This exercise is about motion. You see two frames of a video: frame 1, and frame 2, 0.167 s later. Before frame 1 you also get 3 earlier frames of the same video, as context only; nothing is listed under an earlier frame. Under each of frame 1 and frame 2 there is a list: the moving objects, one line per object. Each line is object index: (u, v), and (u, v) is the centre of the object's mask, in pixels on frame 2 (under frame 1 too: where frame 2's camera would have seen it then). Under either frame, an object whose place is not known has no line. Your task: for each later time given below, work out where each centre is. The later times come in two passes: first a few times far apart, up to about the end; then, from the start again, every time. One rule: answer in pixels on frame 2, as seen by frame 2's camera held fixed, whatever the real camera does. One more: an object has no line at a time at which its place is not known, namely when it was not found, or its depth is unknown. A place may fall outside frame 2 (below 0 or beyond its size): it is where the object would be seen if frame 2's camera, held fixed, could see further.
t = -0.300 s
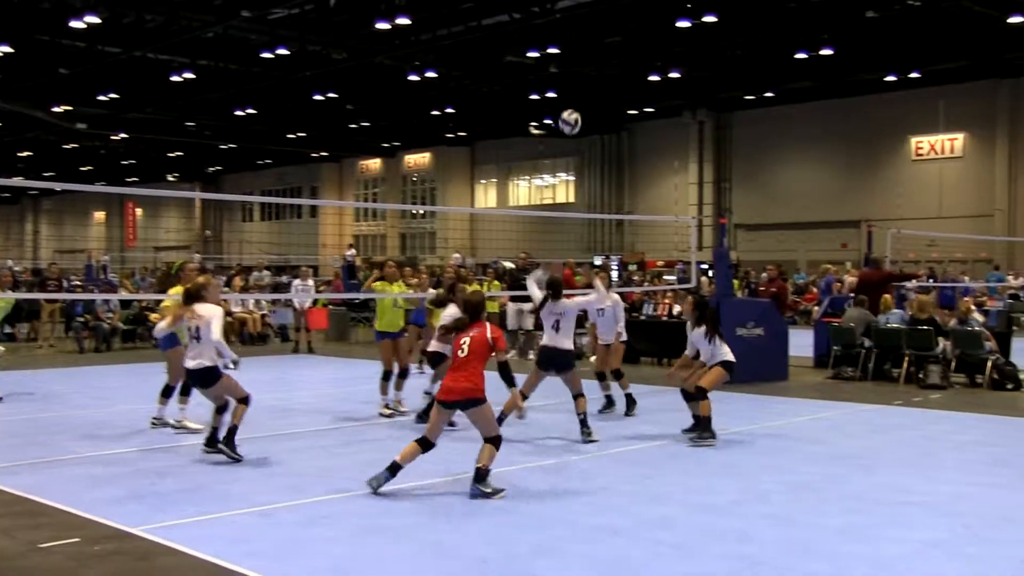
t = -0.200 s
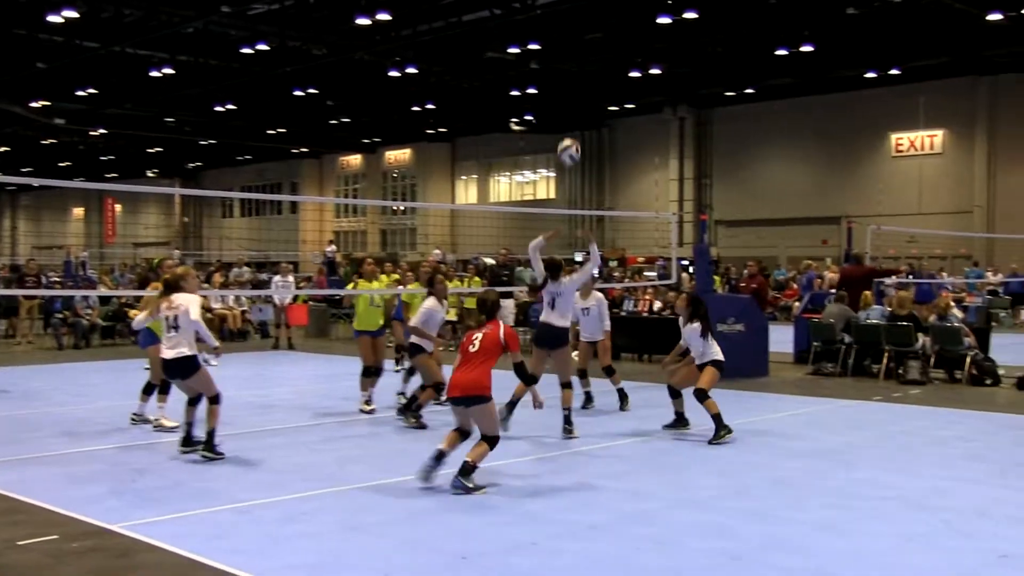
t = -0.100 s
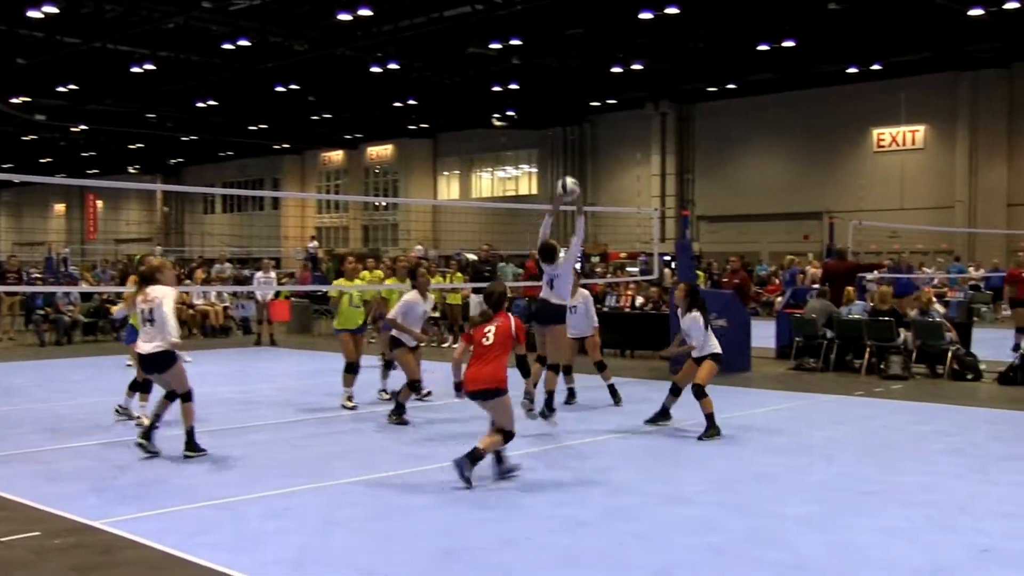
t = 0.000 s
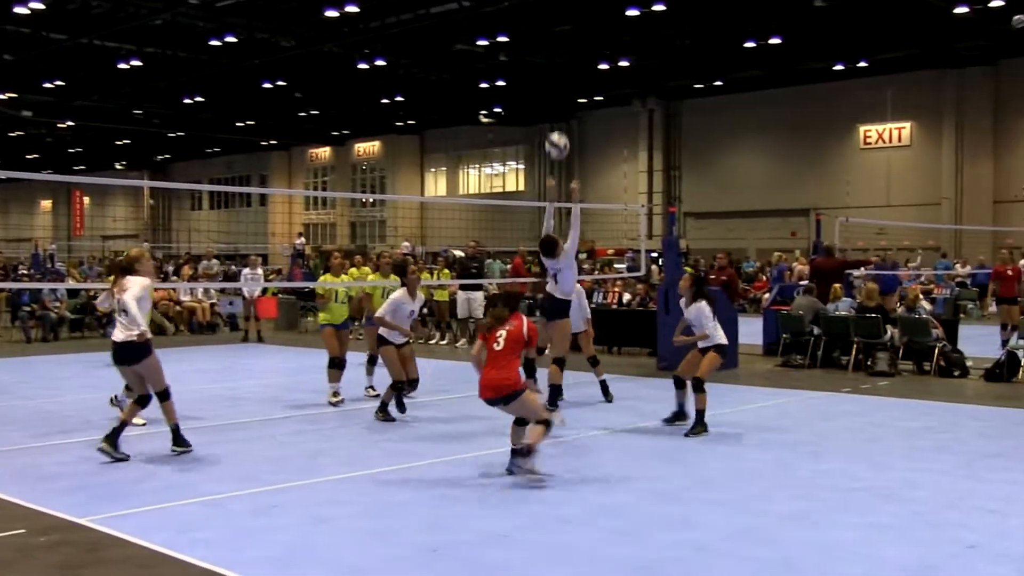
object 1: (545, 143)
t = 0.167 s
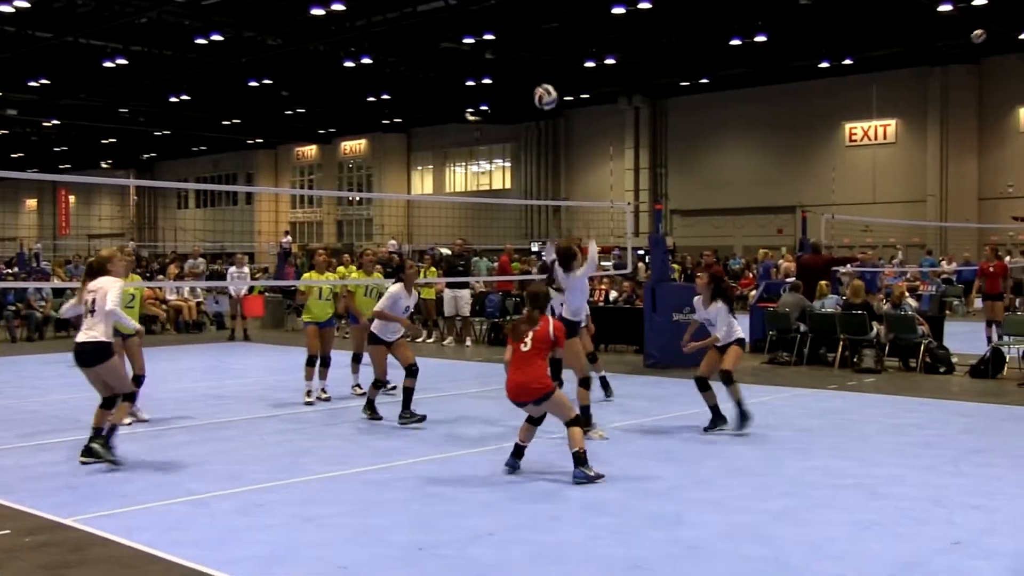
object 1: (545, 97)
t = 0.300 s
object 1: (547, 83)
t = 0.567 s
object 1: (551, 112)
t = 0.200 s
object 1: (546, 91)
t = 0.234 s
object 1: (546, 87)
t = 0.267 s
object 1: (547, 84)
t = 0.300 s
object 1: (547, 83)
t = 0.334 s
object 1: (548, 82)
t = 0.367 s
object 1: (548, 83)
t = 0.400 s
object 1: (549, 85)
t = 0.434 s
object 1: (549, 88)
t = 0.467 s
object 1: (549, 92)
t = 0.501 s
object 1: (550, 97)
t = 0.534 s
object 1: (550, 104)
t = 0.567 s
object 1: (551, 112)
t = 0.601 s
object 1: (551, 120)
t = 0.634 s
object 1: (551, 130)
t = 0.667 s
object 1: (552, 141)
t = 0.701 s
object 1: (552, 154)
